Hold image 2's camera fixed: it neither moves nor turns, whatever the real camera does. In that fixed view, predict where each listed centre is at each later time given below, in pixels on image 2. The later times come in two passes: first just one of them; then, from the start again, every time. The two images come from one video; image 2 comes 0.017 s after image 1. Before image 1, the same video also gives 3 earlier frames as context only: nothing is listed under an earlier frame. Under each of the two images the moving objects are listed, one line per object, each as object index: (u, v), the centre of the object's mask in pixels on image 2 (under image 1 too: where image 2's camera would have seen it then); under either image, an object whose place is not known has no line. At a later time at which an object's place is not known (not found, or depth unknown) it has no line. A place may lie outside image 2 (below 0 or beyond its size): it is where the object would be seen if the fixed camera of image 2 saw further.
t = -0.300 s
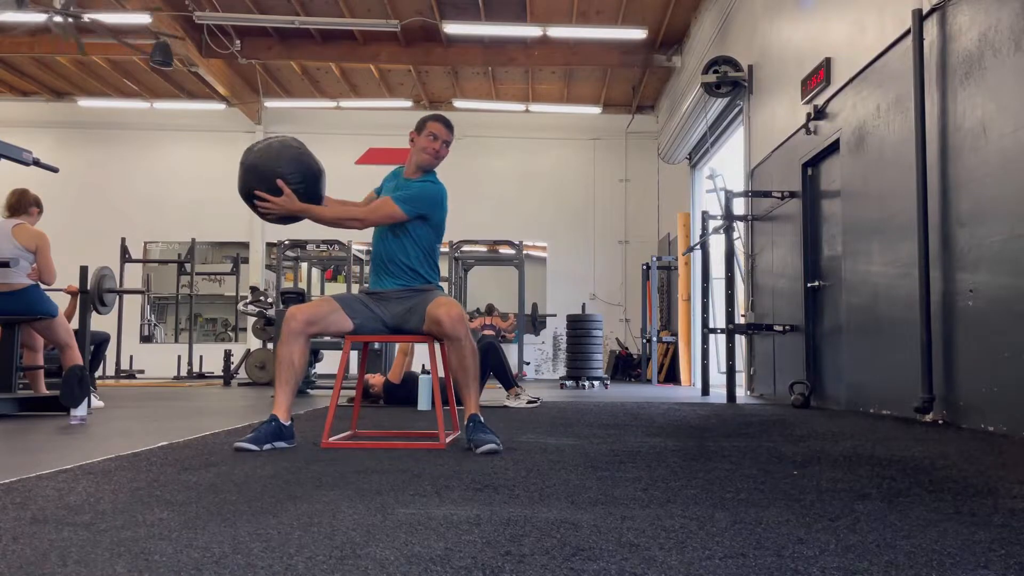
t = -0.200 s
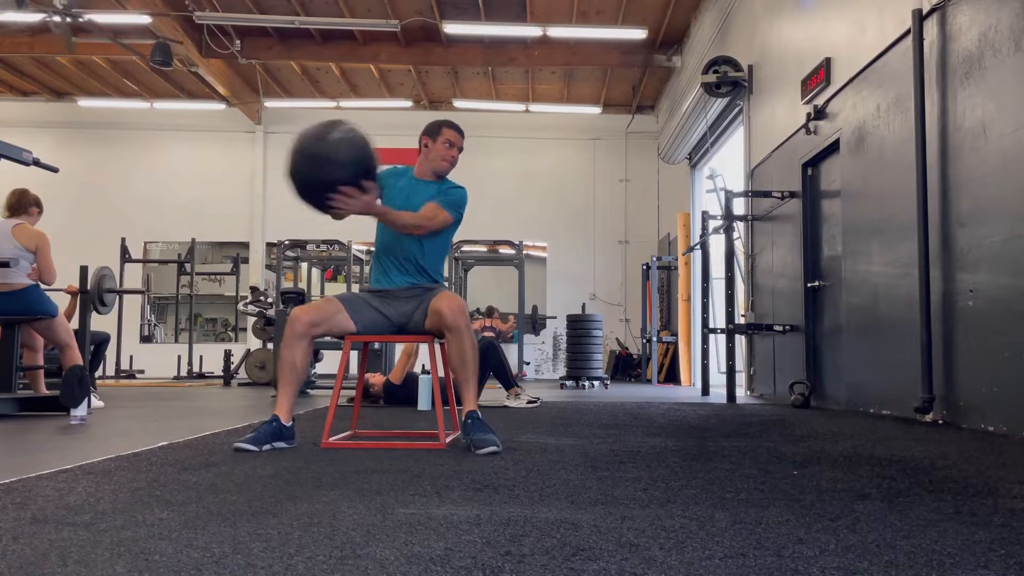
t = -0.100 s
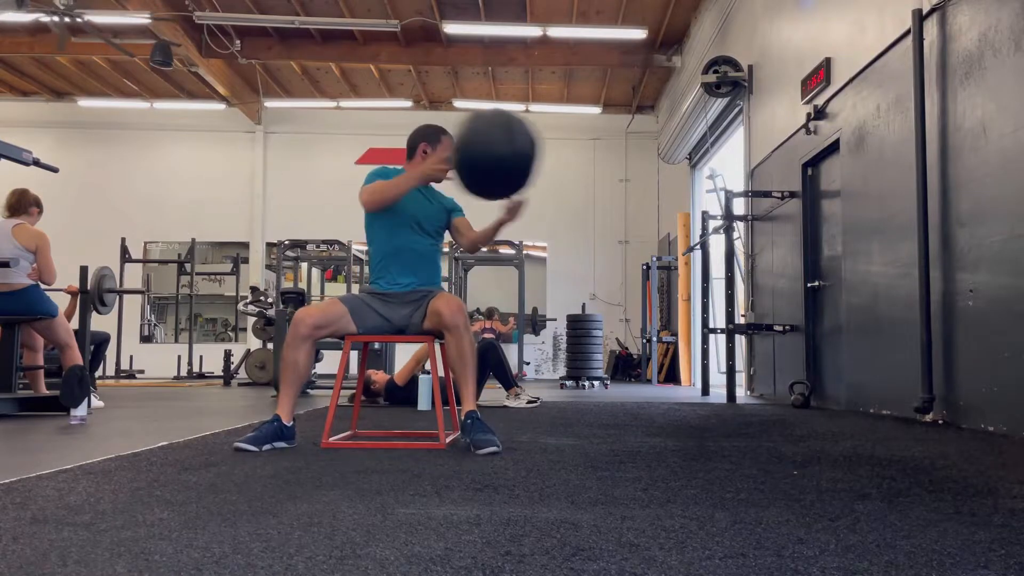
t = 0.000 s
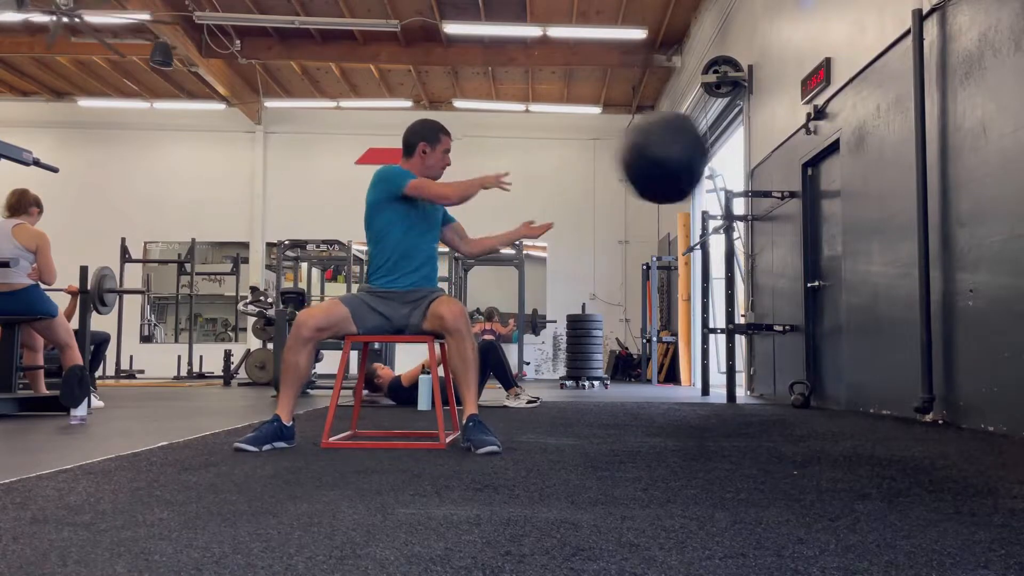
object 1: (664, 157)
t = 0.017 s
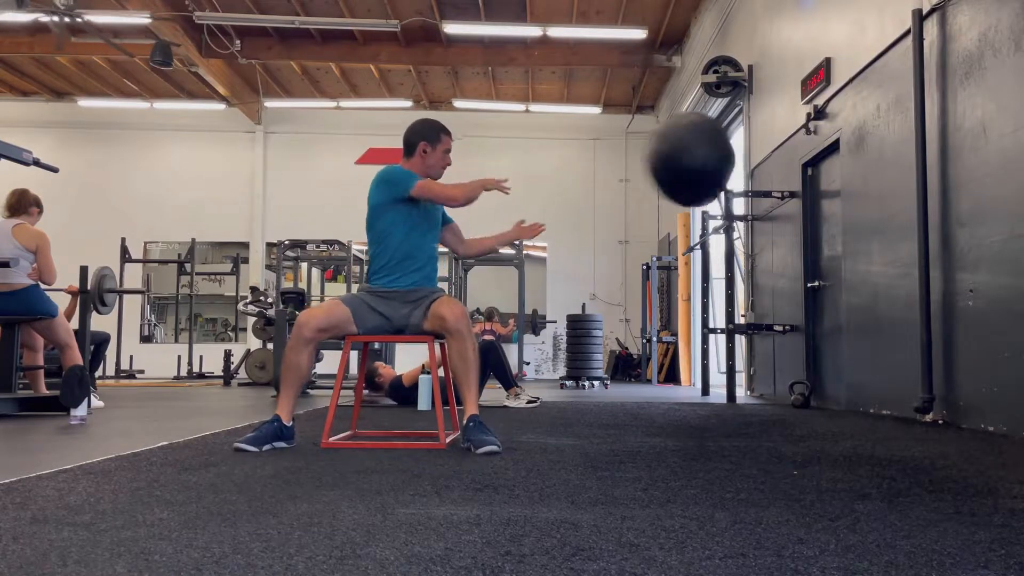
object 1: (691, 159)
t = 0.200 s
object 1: (988, 228)
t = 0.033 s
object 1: (721, 163)
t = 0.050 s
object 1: (749, 166)
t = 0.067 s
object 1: (778, 171)
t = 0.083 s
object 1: (805, 176)
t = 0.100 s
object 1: (833, 181)
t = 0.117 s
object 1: (858, 187)
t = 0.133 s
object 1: (888, 194)
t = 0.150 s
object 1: (914, 202)
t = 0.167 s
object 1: (942, 210)
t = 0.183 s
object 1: (970, 219)
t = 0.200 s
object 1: (988, 228)
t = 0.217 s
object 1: (1003, 240)
